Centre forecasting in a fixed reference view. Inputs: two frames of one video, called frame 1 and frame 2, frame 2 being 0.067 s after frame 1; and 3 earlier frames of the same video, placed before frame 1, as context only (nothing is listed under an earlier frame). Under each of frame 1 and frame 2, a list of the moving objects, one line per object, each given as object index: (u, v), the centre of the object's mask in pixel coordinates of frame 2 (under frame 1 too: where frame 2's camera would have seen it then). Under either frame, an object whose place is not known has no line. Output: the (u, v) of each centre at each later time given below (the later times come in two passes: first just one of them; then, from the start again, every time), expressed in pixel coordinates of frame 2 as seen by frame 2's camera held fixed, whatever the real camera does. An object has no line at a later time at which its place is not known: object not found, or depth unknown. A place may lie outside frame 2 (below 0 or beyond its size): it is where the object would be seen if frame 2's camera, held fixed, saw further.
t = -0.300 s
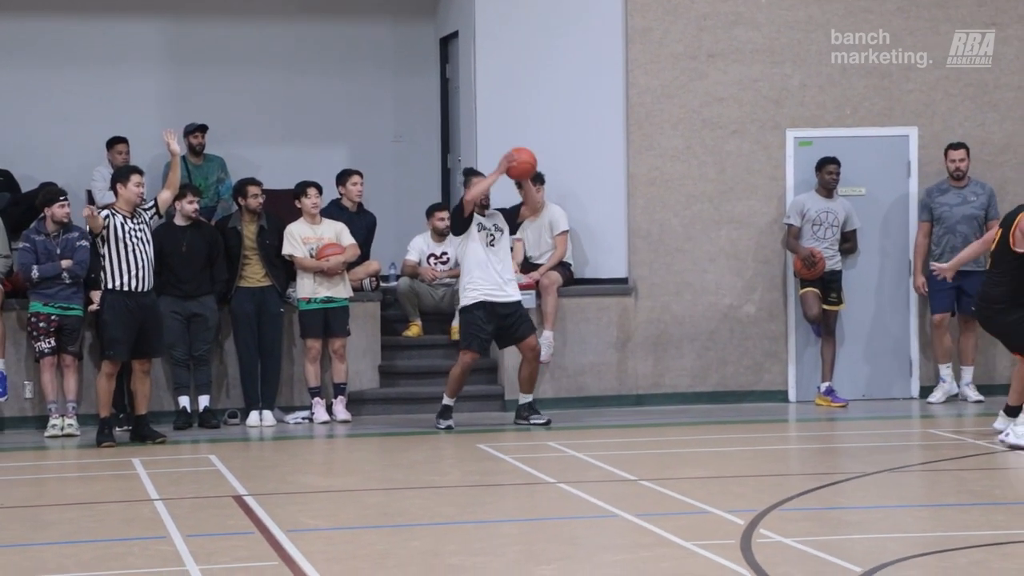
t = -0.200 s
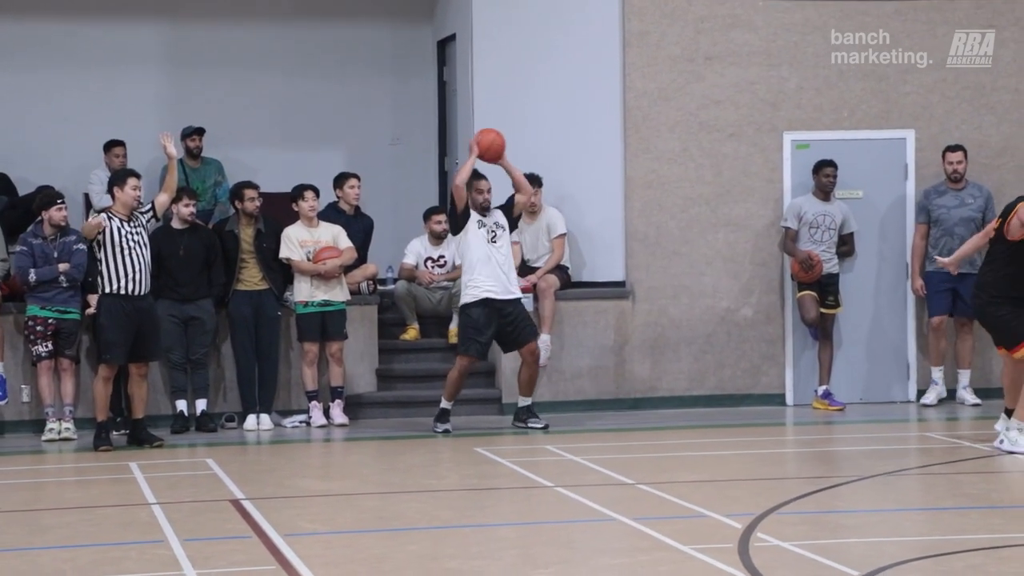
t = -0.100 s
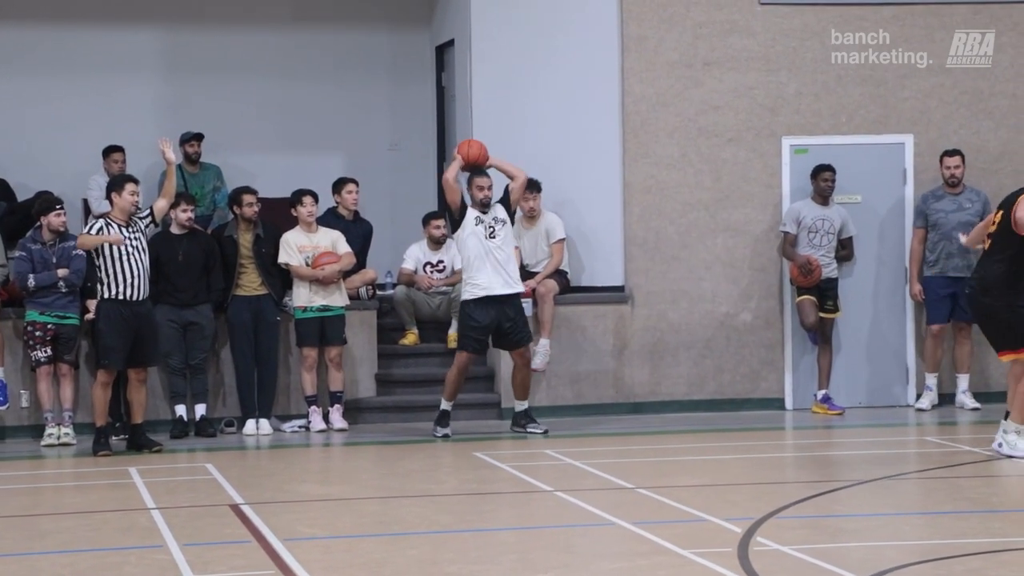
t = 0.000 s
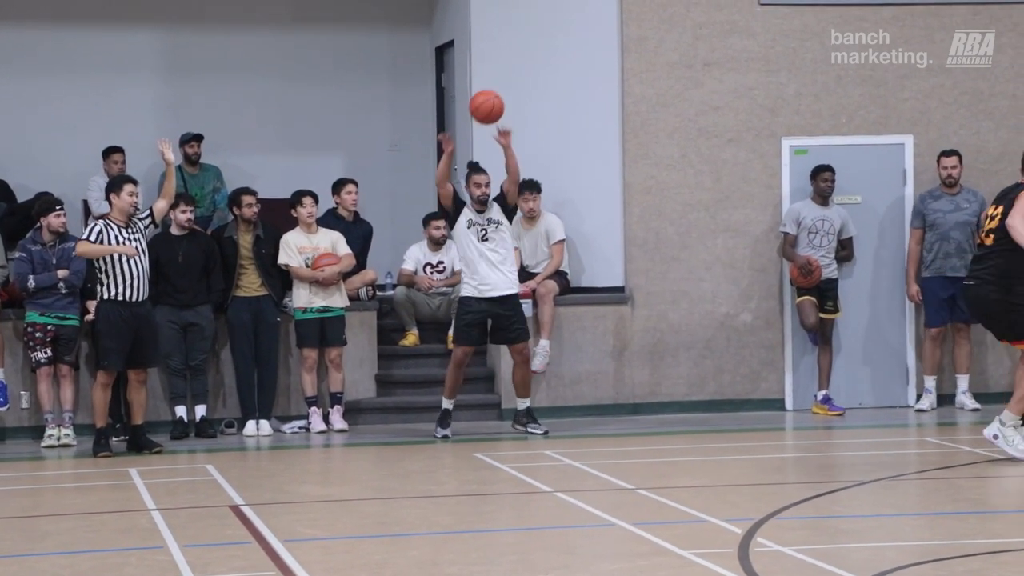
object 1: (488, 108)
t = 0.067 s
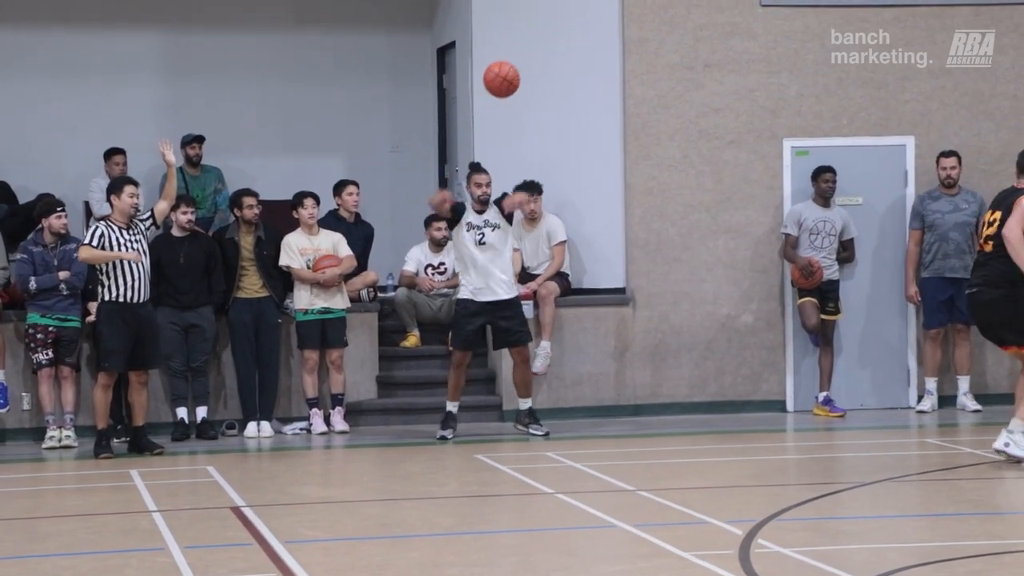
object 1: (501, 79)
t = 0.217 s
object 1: (535, 28)
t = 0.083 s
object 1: (505, 72)
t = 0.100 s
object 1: (508, 65)
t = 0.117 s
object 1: (512, 59)
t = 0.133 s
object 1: (515, 53)
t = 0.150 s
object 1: (519, 47)
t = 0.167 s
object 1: (523, 42)
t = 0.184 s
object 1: (526, 37)
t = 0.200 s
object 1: (530, 32)
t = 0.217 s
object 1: (535, 28)
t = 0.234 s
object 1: (540, 25)
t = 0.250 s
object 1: (545, 22)
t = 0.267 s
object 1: (549, 20)
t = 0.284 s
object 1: (553, 18)
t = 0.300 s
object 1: (557, 16)
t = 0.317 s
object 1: (562, 15)
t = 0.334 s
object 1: (568, 16)
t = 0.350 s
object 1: (574, 17)
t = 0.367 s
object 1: (577, 17)
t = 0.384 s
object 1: (581, 18)
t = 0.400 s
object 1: (585, 19)
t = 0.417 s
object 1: (591, 19)
